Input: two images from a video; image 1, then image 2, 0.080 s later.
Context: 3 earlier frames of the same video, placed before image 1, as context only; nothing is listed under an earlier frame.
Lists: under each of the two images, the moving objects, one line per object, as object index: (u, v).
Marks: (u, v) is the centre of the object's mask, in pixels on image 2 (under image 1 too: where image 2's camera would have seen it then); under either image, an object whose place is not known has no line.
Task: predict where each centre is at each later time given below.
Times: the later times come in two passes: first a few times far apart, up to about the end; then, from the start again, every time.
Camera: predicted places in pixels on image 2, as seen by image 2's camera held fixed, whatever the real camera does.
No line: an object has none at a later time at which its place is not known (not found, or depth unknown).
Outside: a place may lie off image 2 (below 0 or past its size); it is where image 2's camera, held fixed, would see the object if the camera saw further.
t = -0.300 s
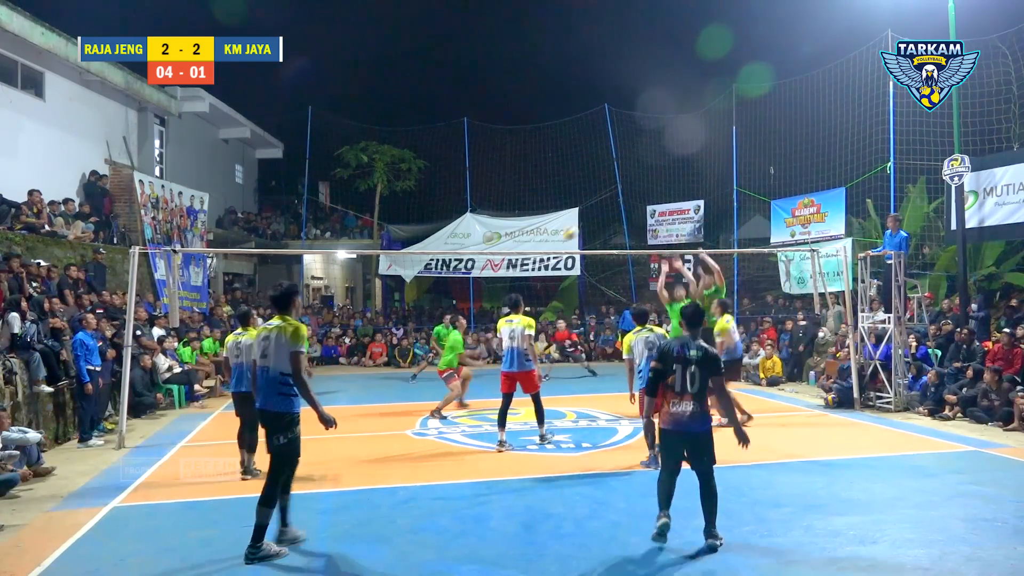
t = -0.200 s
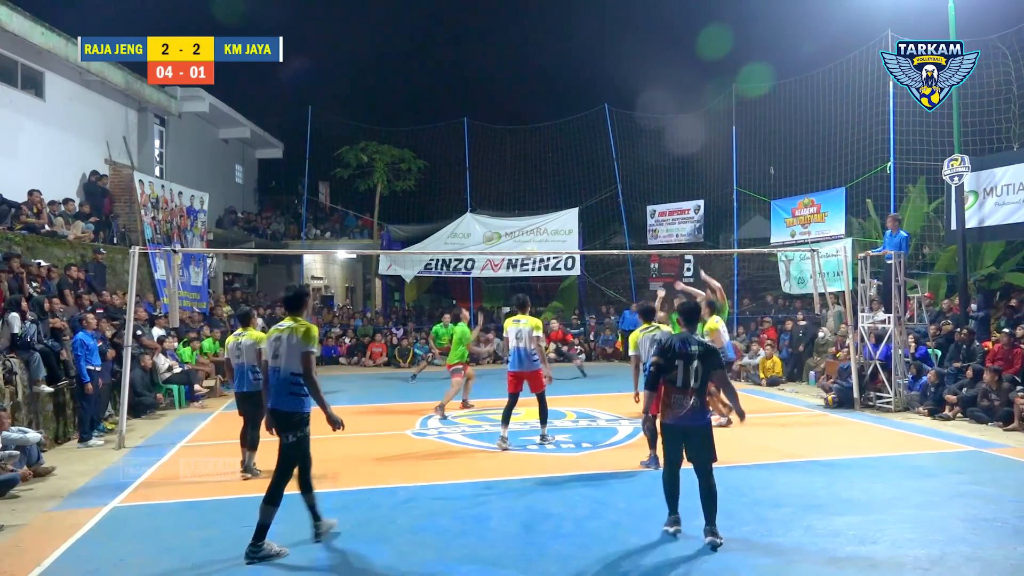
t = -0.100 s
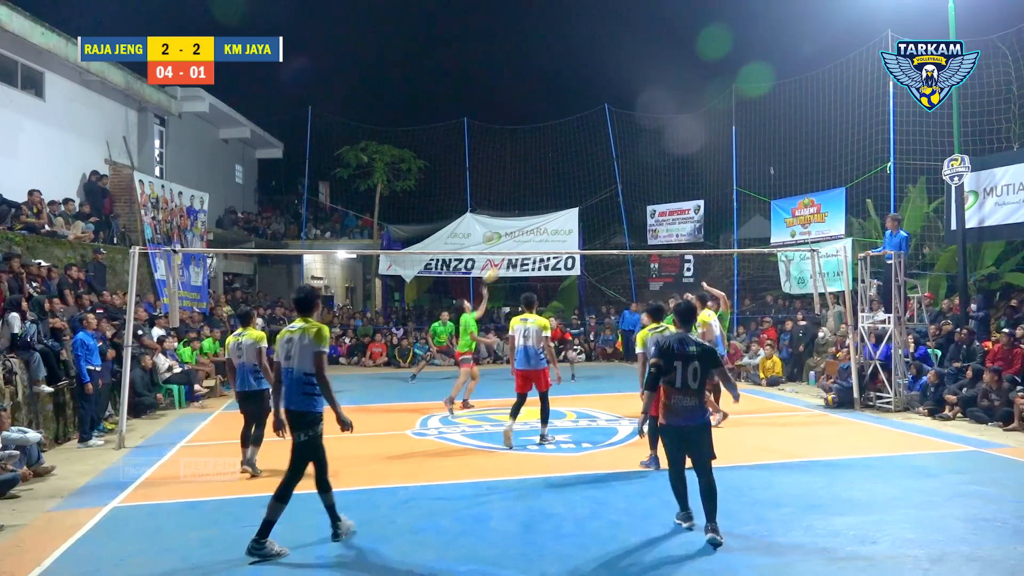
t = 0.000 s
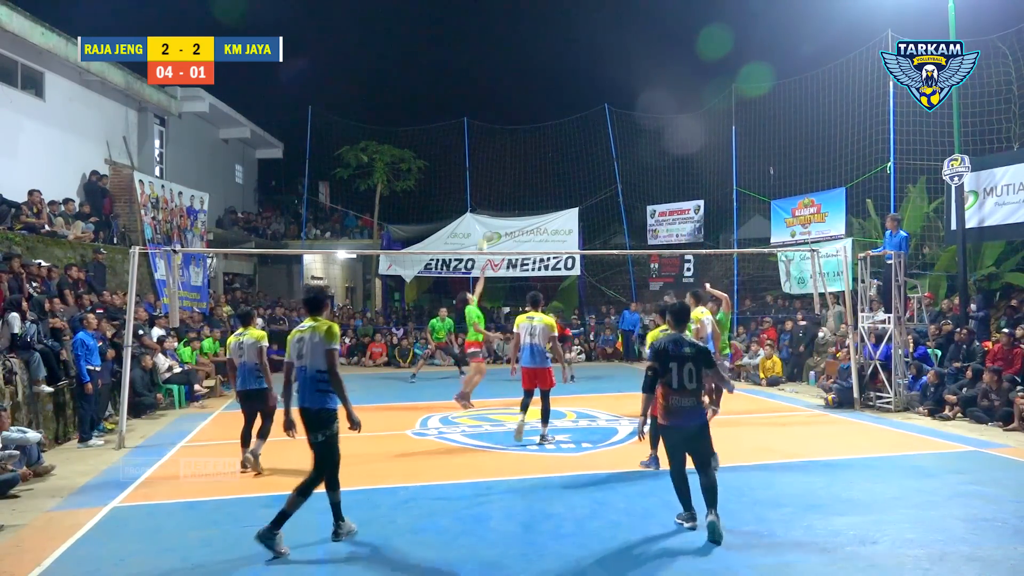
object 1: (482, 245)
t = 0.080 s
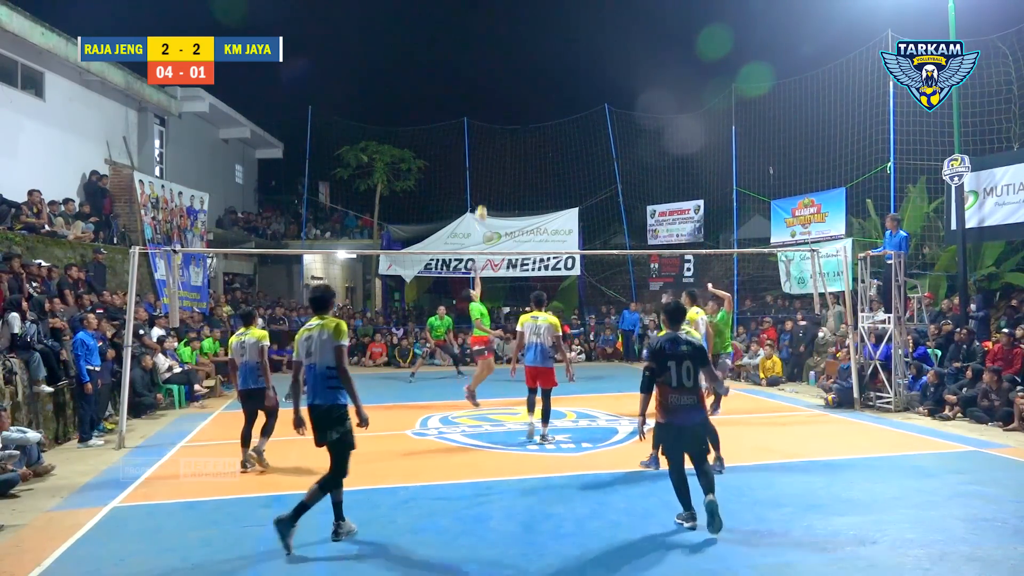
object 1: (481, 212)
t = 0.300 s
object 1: (480, 148)
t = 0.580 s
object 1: (479, 110)
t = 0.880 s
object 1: (477, 114)
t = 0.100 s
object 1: (481, 206)
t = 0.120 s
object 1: (481, 199)
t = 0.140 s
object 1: (481, 192)
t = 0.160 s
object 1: (481, 185)
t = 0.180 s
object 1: (481, 179)
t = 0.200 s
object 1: (481, 173)
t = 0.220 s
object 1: (481, 167)
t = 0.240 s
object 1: (480, 162)
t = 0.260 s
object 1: (480, 157)
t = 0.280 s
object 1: (480, 152)
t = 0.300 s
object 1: (480, 148)
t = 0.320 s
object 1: (480, 143)
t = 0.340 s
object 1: (480, 139)
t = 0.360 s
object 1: (480, 135)
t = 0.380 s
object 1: (480, 132)
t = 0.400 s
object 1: (480, 129)
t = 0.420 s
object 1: (479, 126)
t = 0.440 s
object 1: (479, 123)
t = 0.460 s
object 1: (479, 120)
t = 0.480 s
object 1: (479, 118)
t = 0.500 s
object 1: (479, 116)
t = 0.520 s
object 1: (479, 114)
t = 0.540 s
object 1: (479, 112)
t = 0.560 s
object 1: (479, 111)
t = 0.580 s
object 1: (479, 110)
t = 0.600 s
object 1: (479, 109)
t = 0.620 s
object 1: (478, 108)
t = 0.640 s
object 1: (478, 107)
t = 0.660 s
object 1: (478, 107)
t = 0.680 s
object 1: (478, 106)
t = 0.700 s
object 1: (478, 106)
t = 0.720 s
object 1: (478, 107)
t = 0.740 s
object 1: (478, 107)
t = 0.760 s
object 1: (478, 107)
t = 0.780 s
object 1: (478, 108)
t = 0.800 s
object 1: (478, 109)
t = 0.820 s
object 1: (478, 110)
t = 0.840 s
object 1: (478, 111)
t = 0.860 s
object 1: (478, 113)
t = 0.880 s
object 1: (477, 114)
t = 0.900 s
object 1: (477, 116)
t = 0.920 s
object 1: (477, 118)
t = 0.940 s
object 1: (477, 120)
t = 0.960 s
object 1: (477, 123)
